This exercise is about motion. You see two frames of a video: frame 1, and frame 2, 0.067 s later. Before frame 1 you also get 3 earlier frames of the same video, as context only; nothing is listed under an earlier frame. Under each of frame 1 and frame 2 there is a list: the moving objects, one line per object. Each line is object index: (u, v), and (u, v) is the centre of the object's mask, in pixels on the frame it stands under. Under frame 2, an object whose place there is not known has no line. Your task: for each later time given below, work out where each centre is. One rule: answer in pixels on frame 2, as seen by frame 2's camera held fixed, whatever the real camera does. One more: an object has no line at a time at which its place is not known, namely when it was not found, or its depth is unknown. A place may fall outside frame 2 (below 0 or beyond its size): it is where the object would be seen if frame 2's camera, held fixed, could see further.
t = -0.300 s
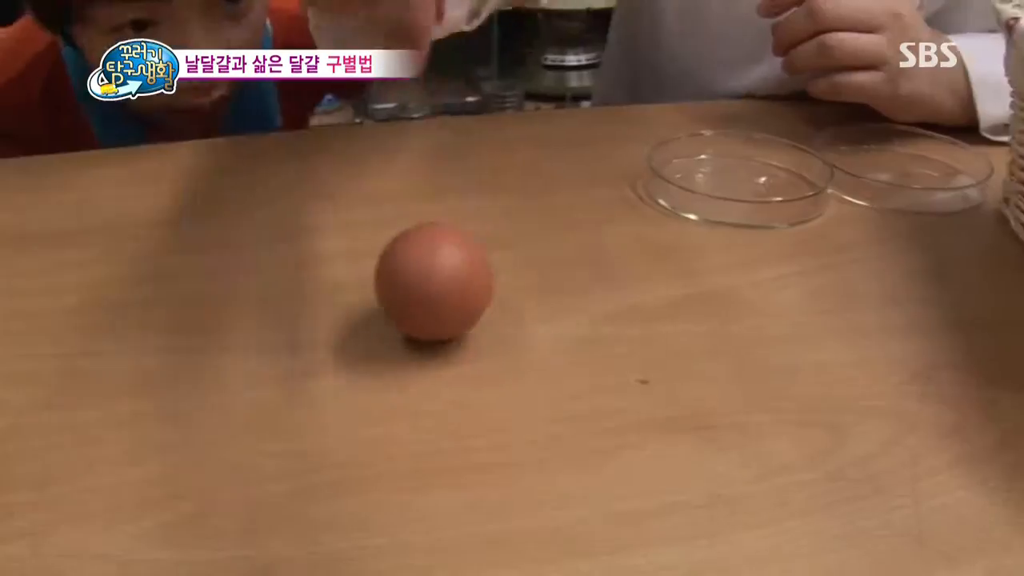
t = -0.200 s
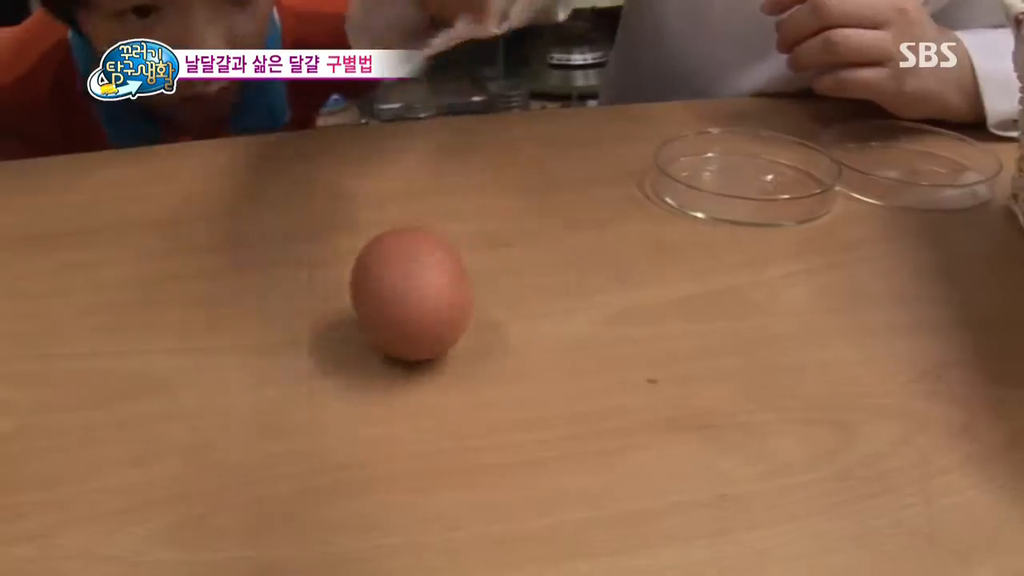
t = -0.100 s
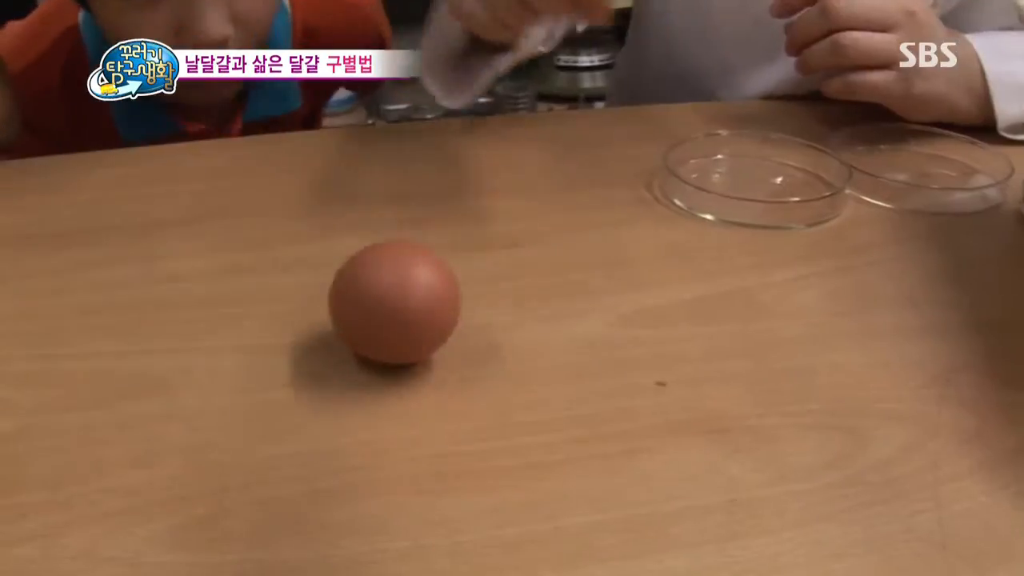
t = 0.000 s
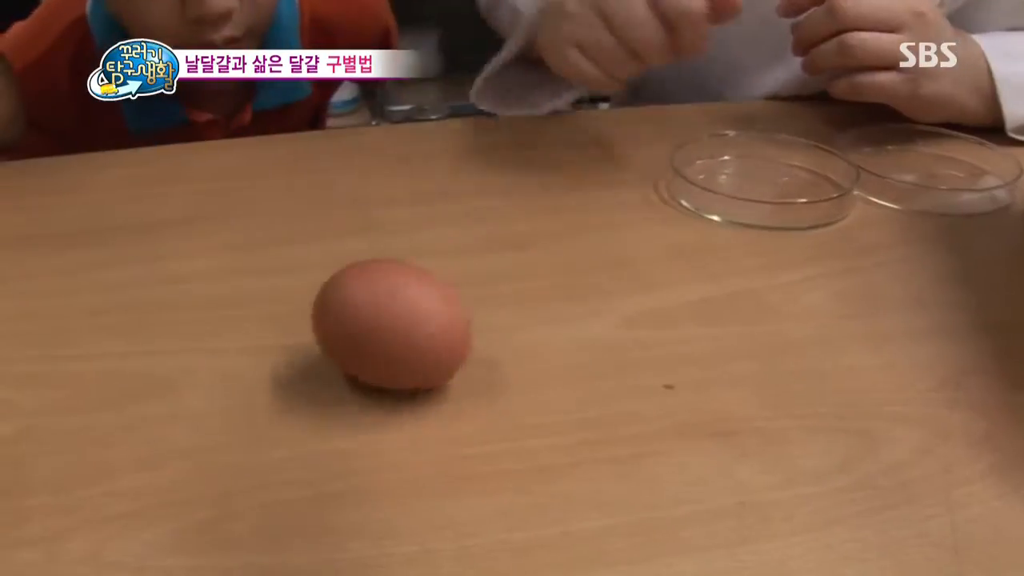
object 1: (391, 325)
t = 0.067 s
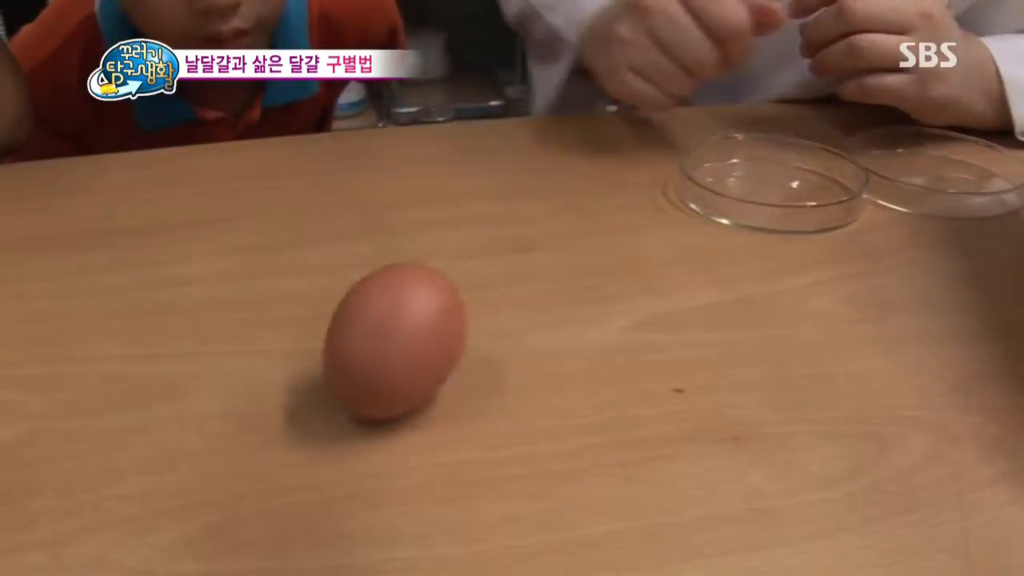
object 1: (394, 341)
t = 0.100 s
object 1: (396, 344)
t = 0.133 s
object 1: (404, 350)
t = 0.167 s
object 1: (410, 357)
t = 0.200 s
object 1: (417, 360)
